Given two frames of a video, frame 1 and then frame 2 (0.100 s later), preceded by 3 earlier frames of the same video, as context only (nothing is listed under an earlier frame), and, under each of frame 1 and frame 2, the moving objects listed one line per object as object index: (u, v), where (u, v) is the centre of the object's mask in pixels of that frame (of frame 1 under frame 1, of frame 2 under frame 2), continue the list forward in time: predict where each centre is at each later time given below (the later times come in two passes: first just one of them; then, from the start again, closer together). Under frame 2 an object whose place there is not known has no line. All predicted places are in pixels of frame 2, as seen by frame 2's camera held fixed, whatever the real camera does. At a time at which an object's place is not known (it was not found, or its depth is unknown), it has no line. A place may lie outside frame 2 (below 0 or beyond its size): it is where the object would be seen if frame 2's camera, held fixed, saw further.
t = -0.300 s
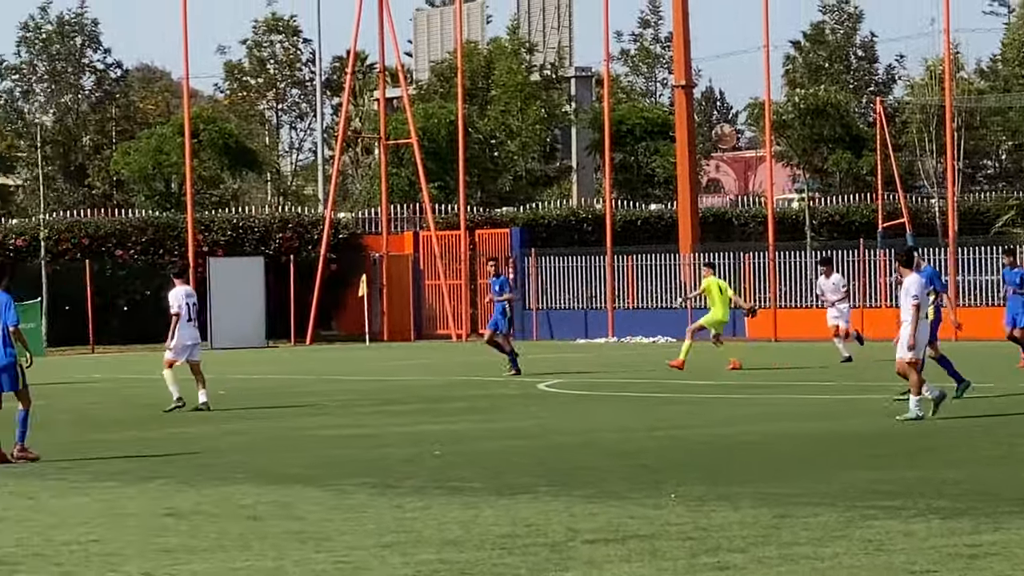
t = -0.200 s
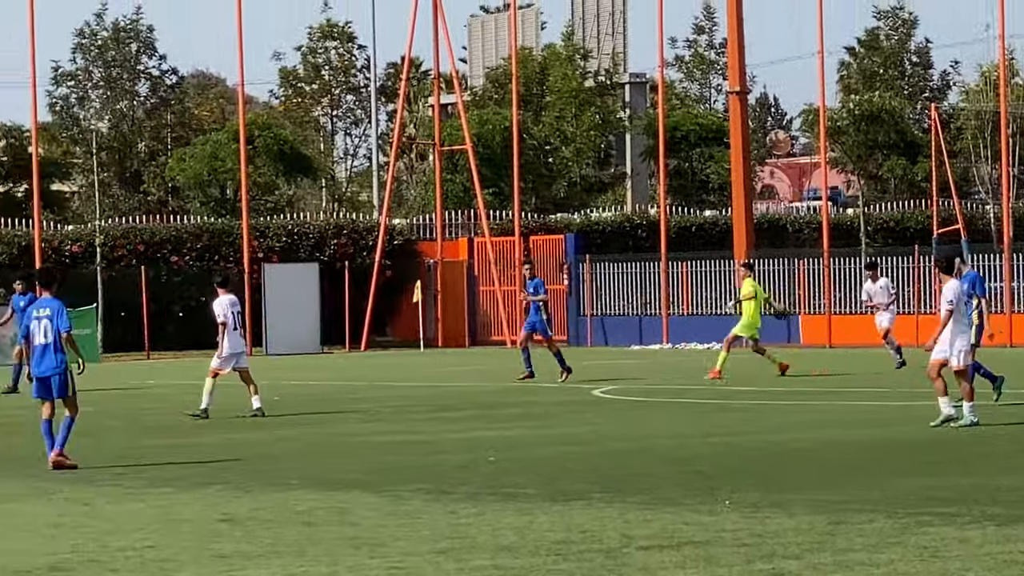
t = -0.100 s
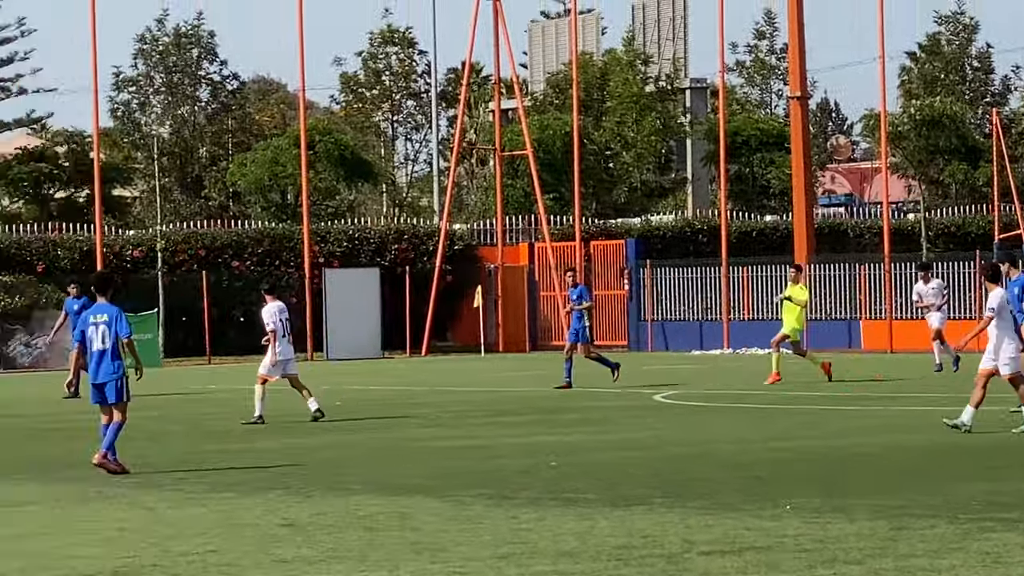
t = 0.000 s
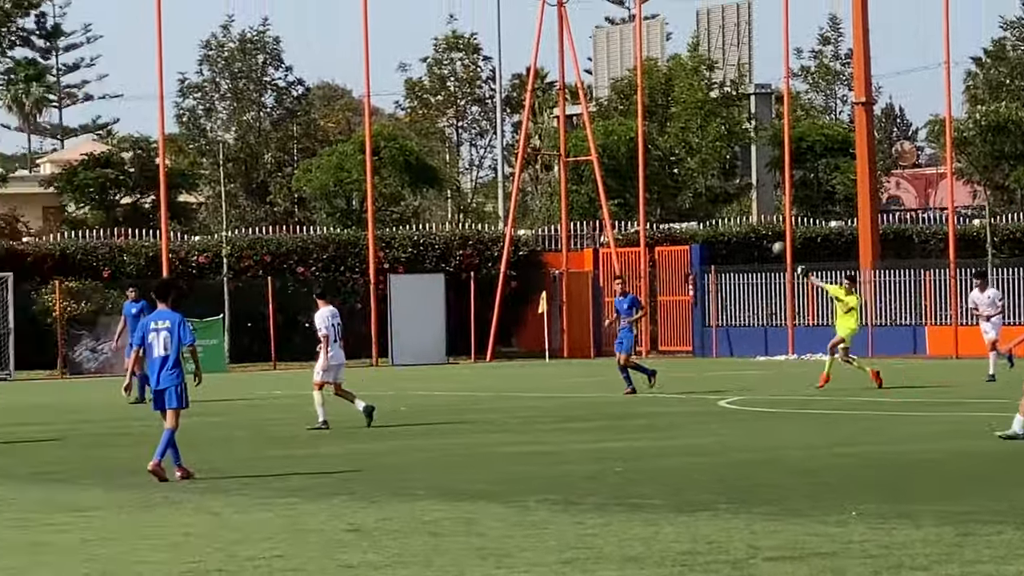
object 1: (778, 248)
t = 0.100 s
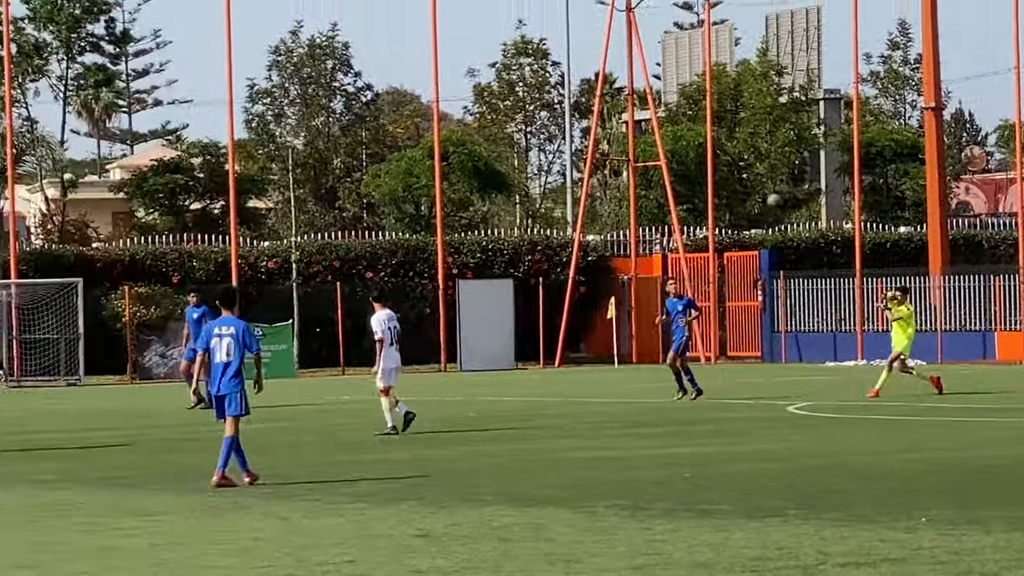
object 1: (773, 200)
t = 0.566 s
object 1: (415, 35)
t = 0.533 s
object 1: (442, 43)
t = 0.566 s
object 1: (415, 35)
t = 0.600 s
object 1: (389, 27)
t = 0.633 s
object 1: (362, 20)
